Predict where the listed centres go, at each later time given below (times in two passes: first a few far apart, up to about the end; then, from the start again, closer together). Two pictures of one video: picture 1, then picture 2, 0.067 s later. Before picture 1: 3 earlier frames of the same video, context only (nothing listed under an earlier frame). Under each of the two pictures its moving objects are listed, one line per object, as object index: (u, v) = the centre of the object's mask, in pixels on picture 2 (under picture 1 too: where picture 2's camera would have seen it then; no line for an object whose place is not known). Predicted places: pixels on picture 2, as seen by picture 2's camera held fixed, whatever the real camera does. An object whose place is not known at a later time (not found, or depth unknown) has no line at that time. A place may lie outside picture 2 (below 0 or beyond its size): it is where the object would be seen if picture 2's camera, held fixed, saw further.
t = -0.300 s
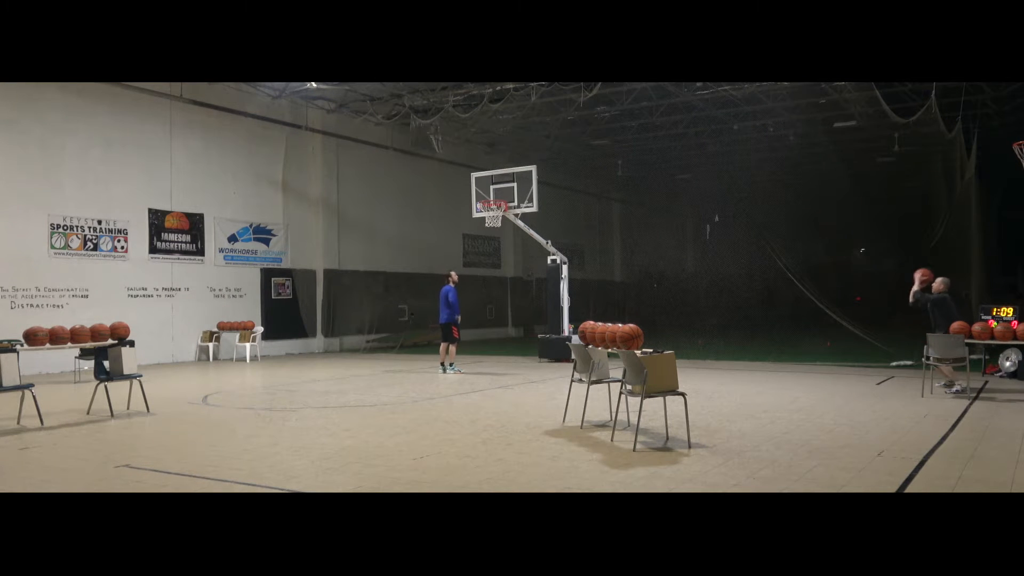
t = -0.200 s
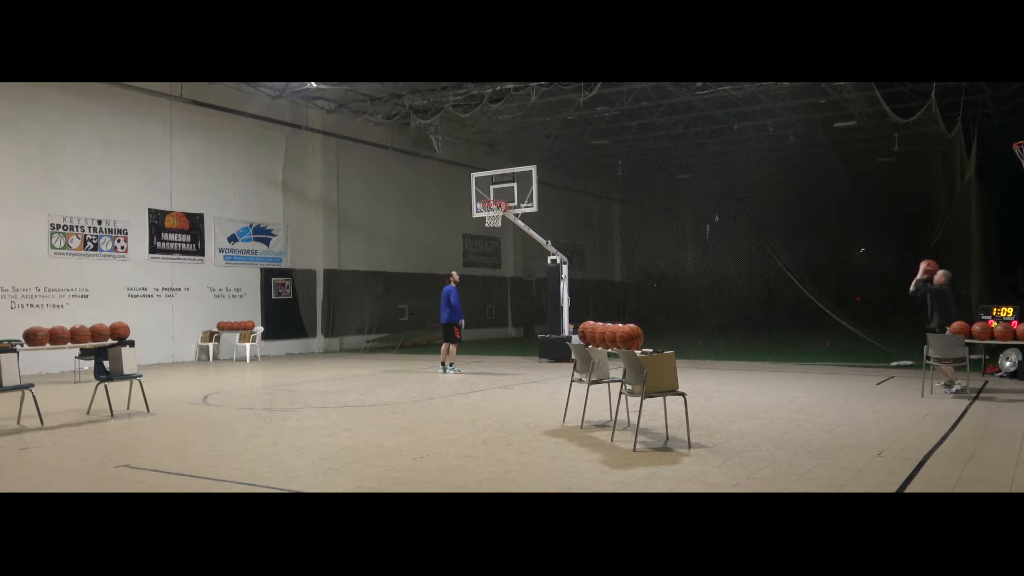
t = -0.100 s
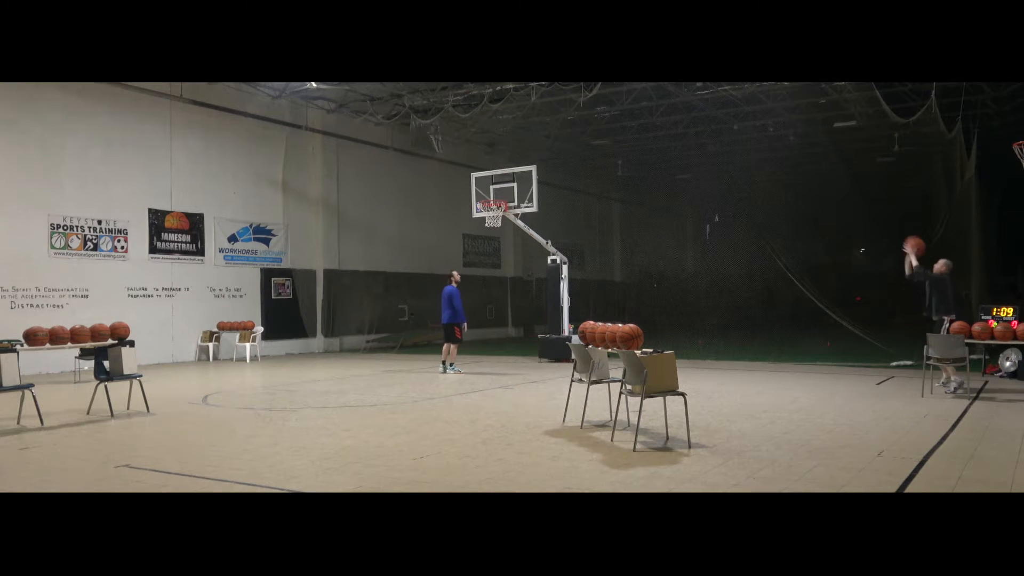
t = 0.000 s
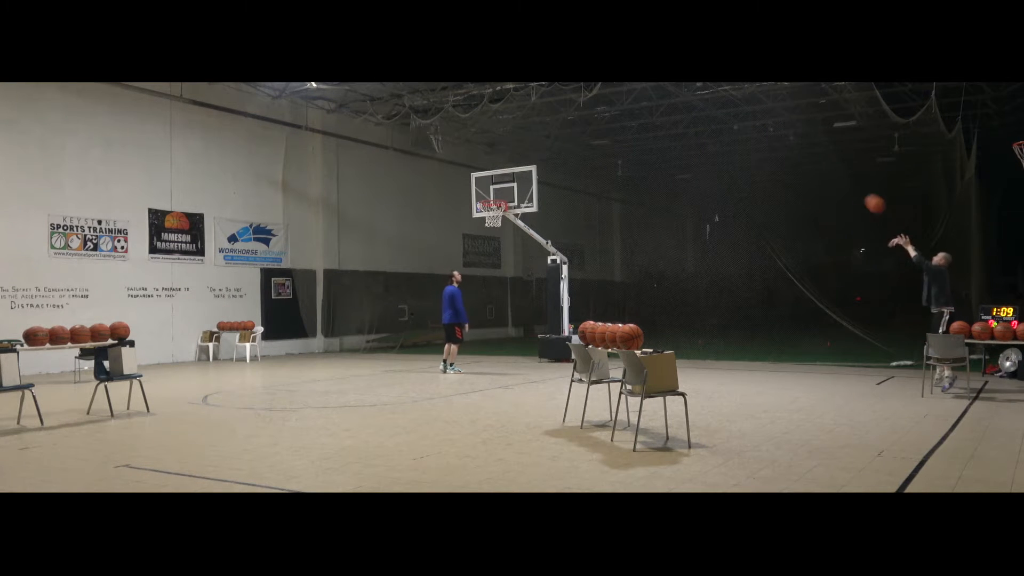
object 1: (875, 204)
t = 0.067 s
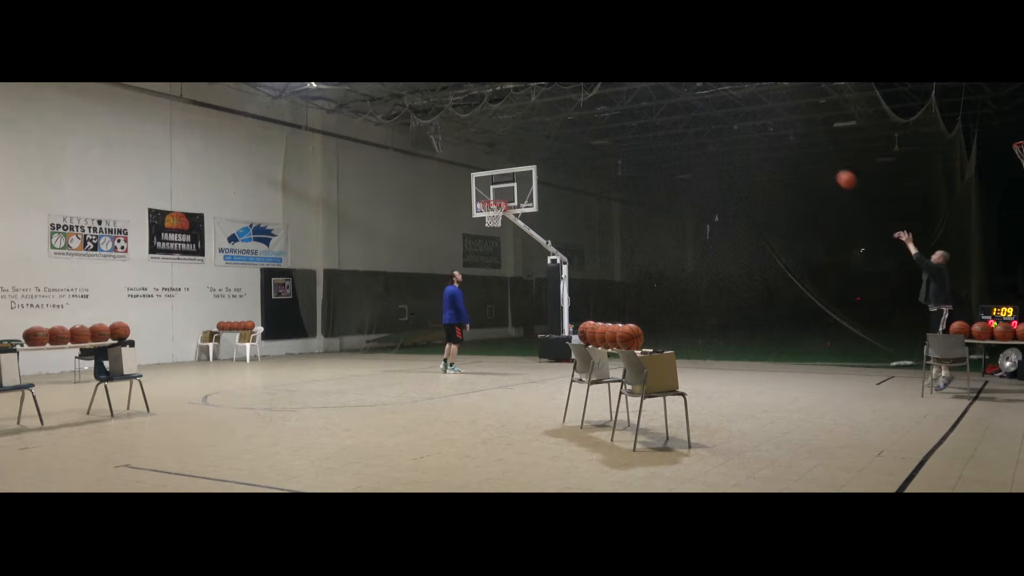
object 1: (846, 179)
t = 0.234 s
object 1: (779, 135)
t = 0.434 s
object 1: (706, 106)
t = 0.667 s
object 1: (631, 105)
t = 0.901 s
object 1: (561, 135)
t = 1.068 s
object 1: (517, 172)
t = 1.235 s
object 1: (485, 206)
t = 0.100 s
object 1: (833, 169)
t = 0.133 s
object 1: (818, 159)
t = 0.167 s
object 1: (805, 150)
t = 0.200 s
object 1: (792, 142)
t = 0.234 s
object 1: (779, 135)
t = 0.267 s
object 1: (766, 127)
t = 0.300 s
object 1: (754, 122)
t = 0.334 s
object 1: (742, 117)
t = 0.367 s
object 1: (729, 112)
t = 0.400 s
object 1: (717, 108)
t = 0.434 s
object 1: (706, 106)
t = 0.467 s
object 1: (695, 104)
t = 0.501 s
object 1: (684, 102)
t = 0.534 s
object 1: (672, 102)
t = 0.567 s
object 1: (661, 102)
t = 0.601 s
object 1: (651, 102)
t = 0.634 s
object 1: (640, 103)
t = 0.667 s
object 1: (631, 105)
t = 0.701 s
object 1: (620, 107)
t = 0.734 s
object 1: (610, 110)
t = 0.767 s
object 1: (600, 114)
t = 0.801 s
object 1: (589, 118)
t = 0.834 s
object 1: (580, 123)
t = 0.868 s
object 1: (571, 129)
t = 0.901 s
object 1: (561, 135)
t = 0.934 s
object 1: (552, 141)
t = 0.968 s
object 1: (543, 148)
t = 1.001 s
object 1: (534, 156)
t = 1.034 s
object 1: (525, 162)
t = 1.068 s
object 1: (517, 172)
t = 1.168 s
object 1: (491, 197)
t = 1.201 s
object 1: (486, 201)
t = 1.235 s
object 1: (485, 206)
